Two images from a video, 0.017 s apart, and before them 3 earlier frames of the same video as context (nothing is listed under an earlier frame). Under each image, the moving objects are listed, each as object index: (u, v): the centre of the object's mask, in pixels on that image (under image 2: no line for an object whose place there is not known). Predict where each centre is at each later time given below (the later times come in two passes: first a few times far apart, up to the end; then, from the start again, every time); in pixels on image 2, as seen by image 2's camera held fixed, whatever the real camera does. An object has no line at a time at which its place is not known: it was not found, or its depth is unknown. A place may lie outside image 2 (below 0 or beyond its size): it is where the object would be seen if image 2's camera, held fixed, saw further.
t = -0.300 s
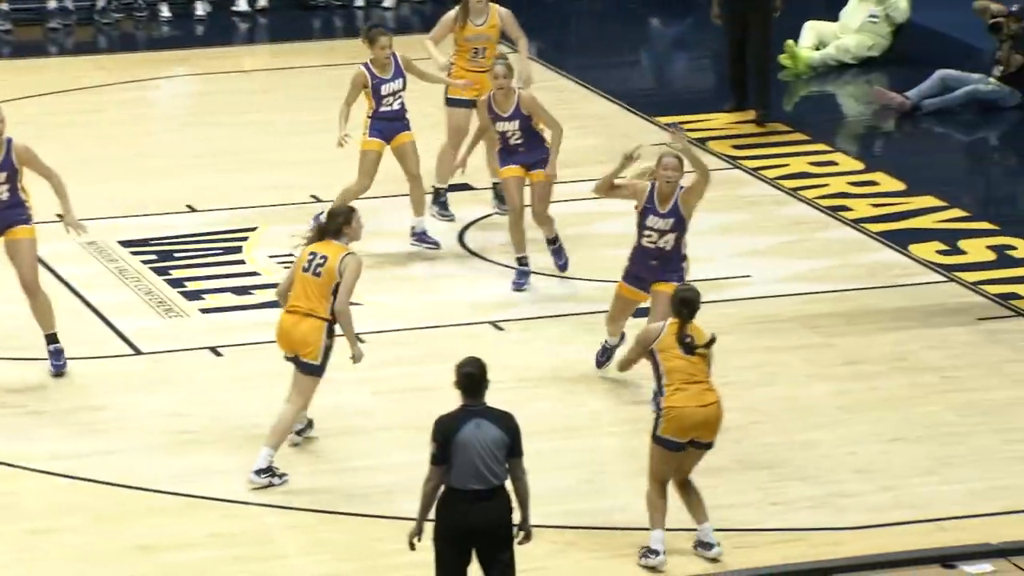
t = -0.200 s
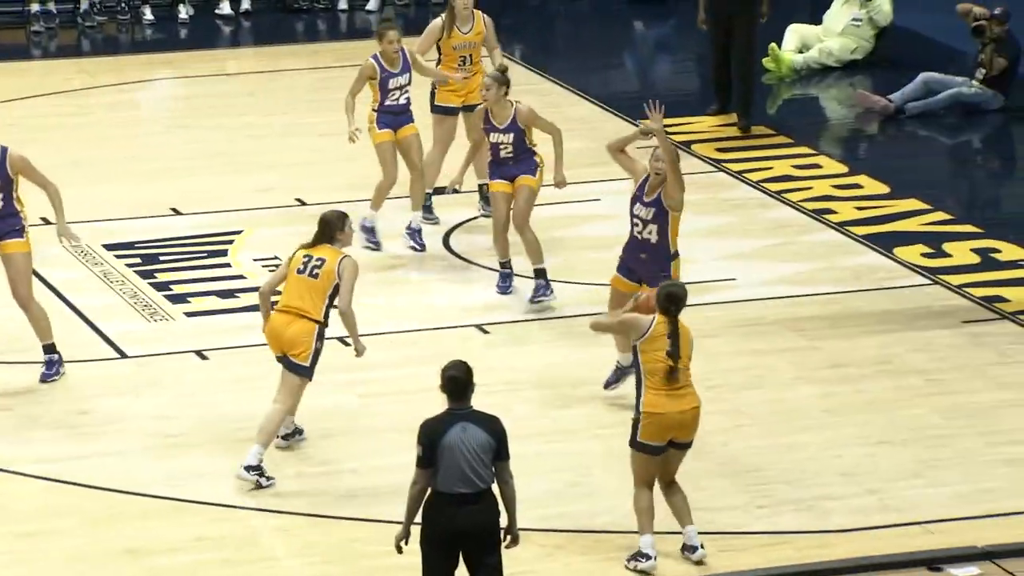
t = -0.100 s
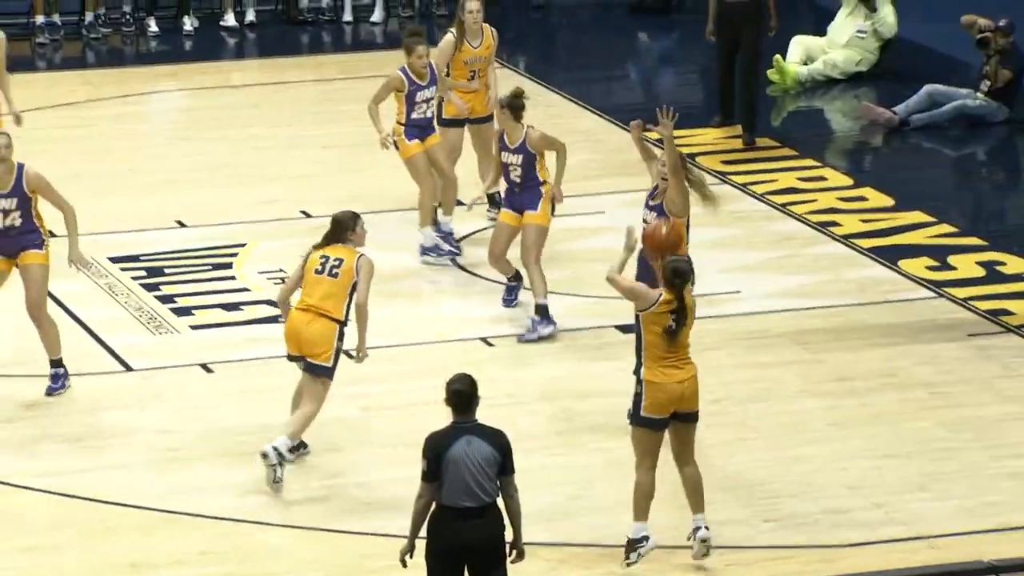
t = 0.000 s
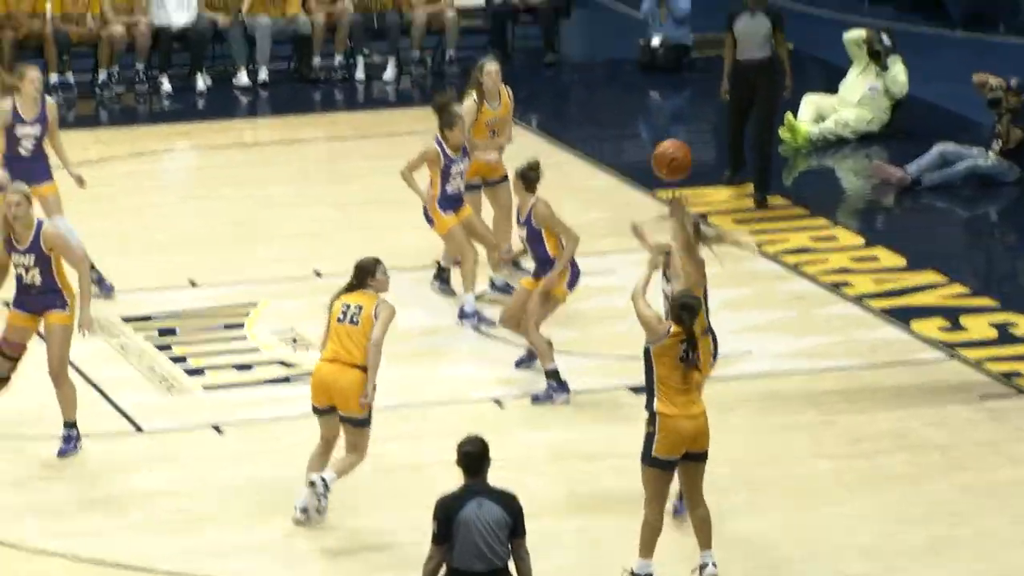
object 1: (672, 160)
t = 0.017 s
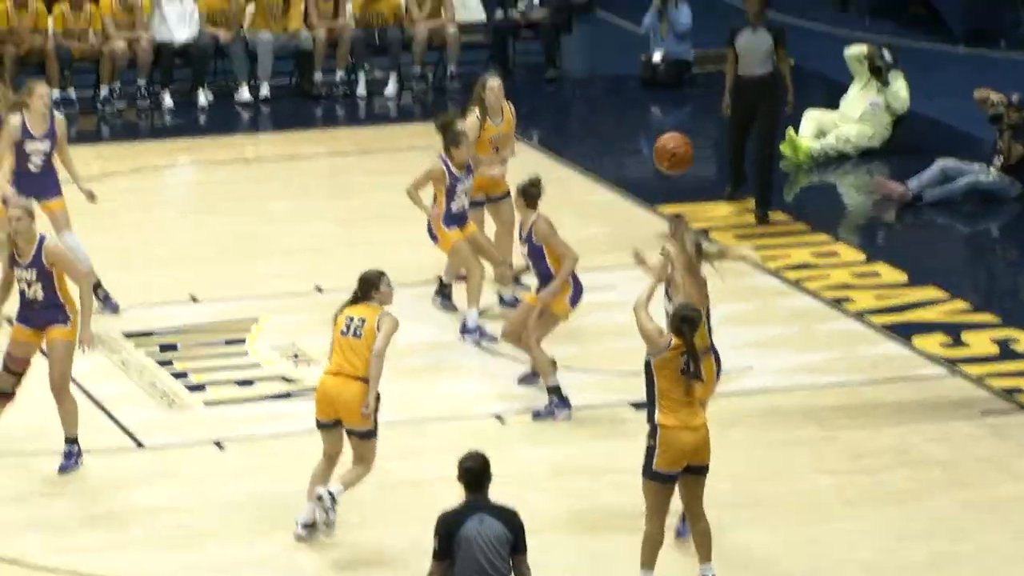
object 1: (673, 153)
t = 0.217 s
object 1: (674, -75)
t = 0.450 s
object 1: (671, -235)
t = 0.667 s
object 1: (667, -290)
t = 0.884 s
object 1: (664, -275)
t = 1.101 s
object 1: (656, -186)
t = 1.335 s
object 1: (649, -46)
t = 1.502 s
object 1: (646, 55)
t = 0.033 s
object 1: (673, 131)
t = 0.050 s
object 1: (673, 109)
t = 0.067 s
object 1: (673, 89)
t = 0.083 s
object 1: (672, 67)
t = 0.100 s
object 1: (673, 48)
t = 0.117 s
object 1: (673, 28)
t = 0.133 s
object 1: (673, 9)
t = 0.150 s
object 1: (673, -9)
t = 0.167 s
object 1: (673, -26)
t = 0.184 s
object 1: (674, -42)
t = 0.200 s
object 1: (673, -59)
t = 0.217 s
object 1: (674, -75)
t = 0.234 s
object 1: (673, -90)
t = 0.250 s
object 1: (673, -104)
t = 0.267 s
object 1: (673, -118)
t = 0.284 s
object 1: (673, -131)
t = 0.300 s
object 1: (673, -144)
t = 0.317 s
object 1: (673, -156)
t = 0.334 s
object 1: (672, -168)
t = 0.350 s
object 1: (673, -178)
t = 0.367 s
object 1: (673, -189)
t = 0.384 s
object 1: (673, -199)
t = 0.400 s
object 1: (673, -209)
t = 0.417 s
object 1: (673, -218)
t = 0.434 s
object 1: (672, -226)
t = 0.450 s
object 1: (671, -235)
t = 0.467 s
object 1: (671, -243)
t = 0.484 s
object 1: (671, -251)
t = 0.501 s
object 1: (670, -258)
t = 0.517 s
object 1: (670, -263)
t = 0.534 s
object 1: (670, -268)
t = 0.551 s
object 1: (669, -272)
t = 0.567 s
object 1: (669, -275)
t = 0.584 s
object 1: (668, -279)
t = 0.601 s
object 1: (668, -282)
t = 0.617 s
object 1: (668, -284)
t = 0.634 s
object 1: (668, -286)
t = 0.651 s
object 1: (667, -288)
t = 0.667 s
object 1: (667, -290)
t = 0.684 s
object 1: (667, -291)
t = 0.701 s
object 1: (667, -292)
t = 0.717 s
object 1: (667, -293)
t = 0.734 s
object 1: (667, -294)
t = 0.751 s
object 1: (666, -294)
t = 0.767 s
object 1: (666, -294)
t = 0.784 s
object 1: (666, -294)
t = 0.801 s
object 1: (666, -292)
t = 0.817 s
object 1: (665, -290)
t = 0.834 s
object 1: (665, -287)
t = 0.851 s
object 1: (665, -283)
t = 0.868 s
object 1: (664, -279)
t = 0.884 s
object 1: (664, -275)
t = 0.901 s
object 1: (663, -271)
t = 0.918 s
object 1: (662, -266)
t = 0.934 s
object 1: (662, -260)
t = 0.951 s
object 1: (662, -254)
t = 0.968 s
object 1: (661, -248)
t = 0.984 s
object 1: (660, -241)
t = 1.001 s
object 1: (660, -234)
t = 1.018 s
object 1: (659, -227)
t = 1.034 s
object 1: (659, -220)
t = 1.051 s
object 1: (658, -212)
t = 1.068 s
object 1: (658, -204)
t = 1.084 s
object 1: (657, -195)
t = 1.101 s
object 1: (656, -186)
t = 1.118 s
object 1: (656, -177)
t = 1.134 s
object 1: (655, -167)
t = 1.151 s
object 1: (655, -157)
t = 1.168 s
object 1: (654, -147)
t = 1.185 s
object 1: (653, -136)
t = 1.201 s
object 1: (653, -126)
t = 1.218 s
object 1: (652, -115)
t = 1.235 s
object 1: (651, -107)
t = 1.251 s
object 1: (649, -92)
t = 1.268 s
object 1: (650, -81)
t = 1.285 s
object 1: (651, -76)
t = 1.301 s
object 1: (651, -60)
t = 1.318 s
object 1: (649, -52)
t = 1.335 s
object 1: (649, -46)
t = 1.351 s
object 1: (650, -38)
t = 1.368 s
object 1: (649, -30)
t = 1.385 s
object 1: (649, -20)
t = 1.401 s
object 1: (648, -11)
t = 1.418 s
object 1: (648, -1)
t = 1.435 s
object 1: (647, 10)
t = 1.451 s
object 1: (647, 21)
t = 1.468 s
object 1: (647, 32)
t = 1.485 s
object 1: (646, 43)
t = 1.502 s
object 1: (646, 55)
